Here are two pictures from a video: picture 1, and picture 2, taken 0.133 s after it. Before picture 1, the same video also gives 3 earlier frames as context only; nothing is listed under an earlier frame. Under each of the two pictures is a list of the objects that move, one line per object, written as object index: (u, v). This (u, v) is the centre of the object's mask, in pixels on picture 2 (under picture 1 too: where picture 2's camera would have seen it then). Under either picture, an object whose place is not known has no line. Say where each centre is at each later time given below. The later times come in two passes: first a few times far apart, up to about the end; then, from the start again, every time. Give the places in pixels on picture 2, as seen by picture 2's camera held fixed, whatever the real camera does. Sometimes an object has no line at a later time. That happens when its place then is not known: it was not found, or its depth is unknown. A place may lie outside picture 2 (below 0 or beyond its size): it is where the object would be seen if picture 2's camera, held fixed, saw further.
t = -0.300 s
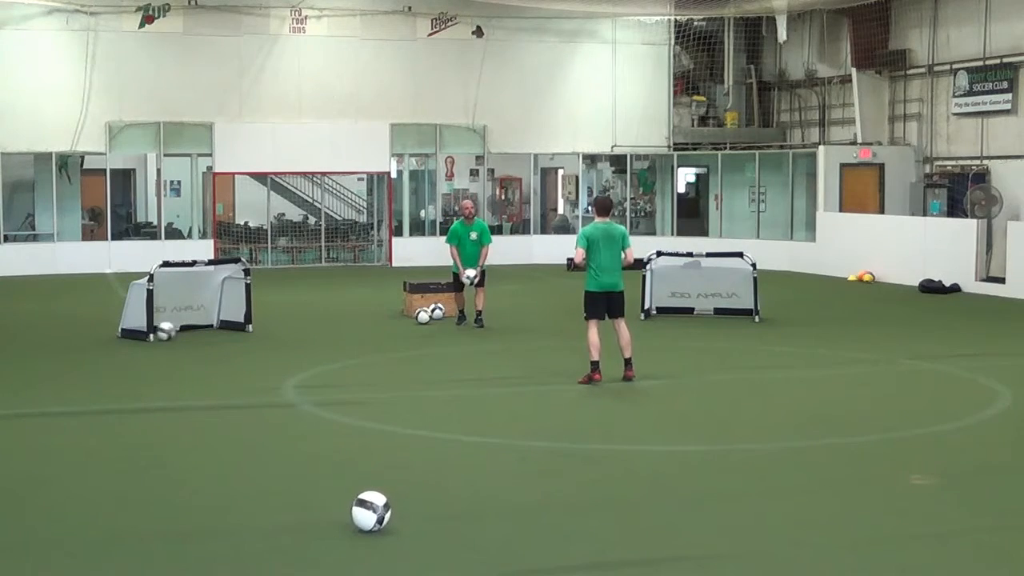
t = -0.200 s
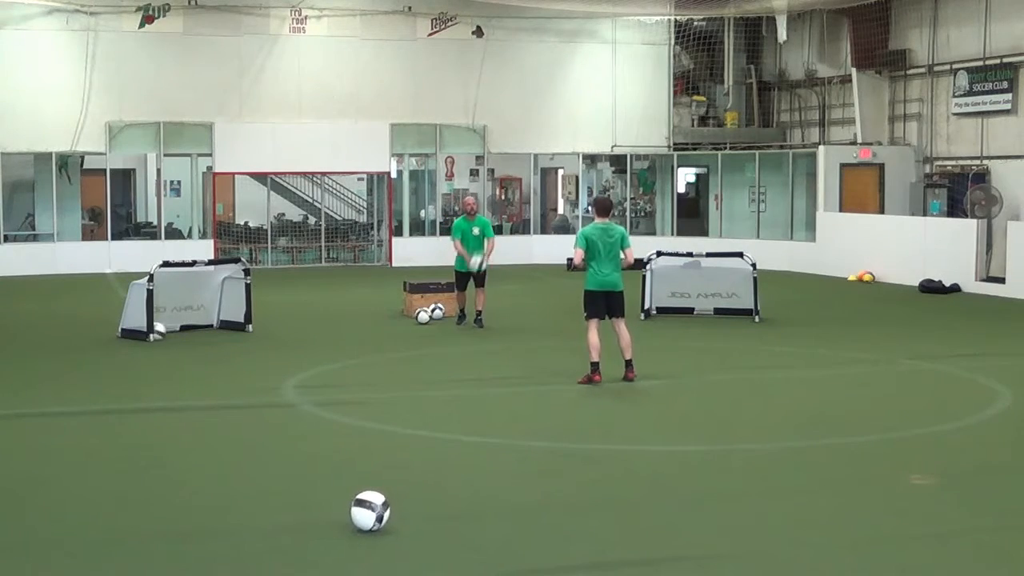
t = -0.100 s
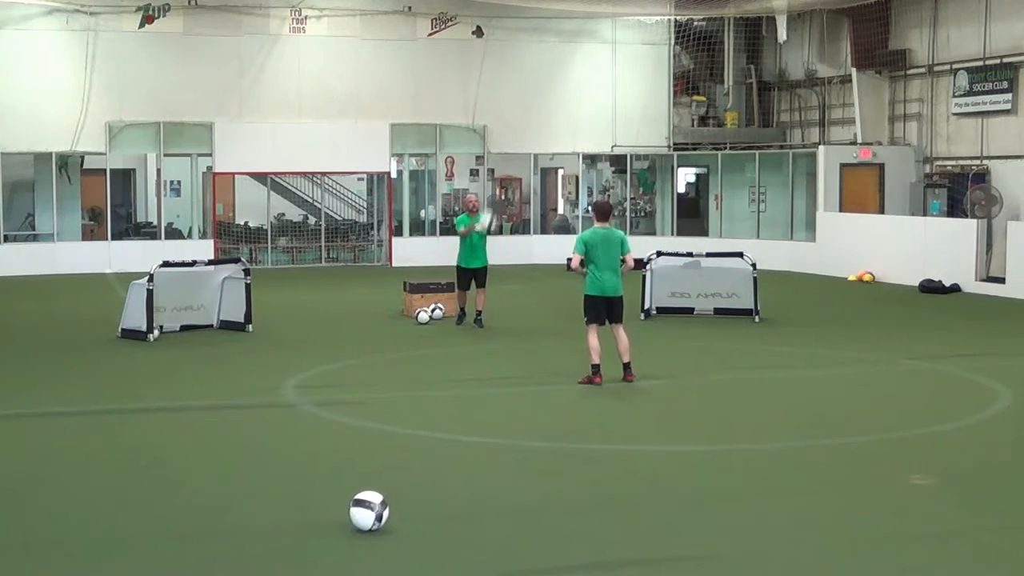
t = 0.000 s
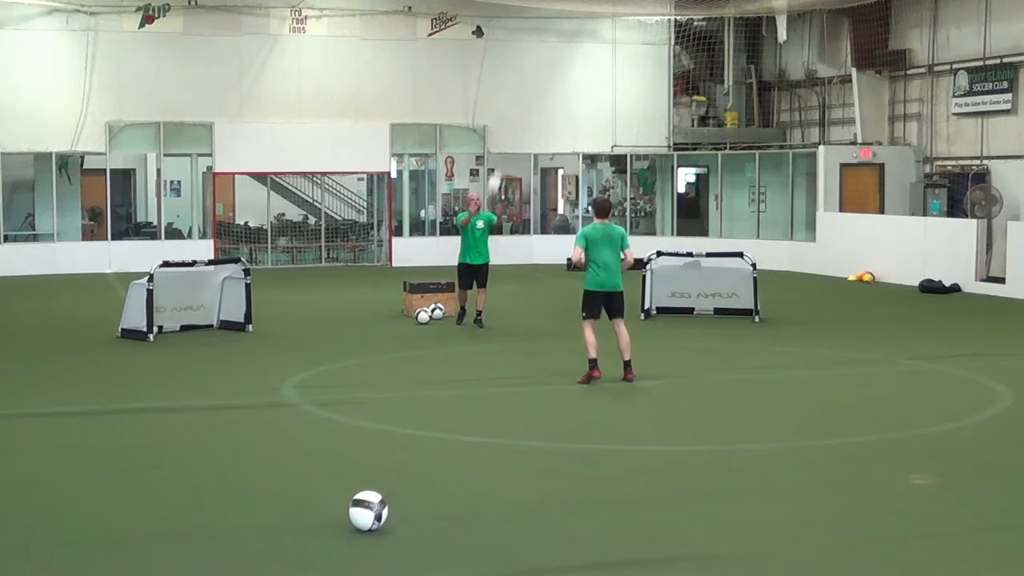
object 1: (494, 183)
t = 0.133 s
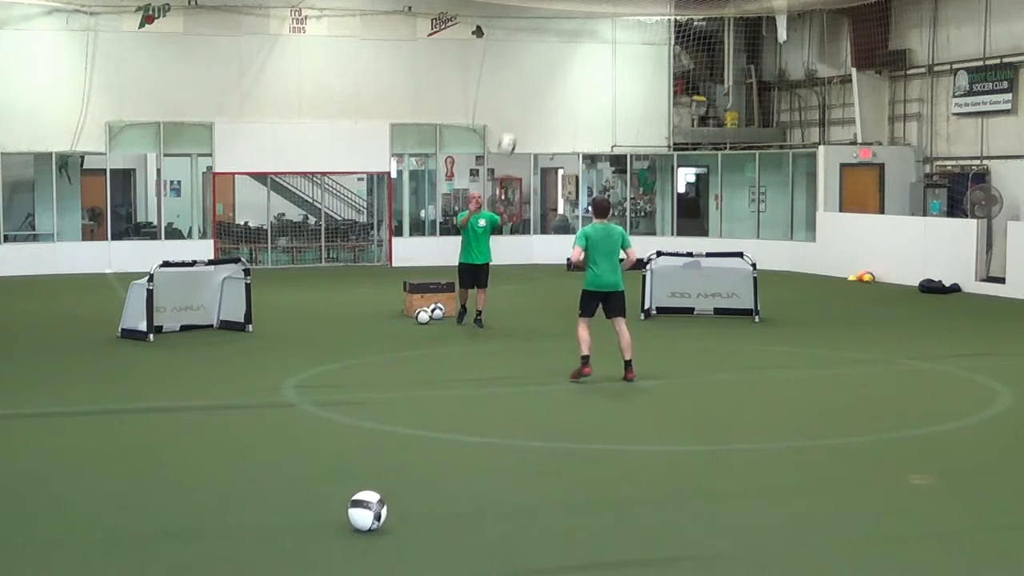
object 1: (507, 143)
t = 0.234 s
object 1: (516, 123)
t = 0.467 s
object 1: (538, 106)
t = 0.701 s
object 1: (562, 139)
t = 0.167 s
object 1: (510, 136)
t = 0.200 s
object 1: (513, 130)
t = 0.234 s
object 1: (516, 123)
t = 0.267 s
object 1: (519, 118)
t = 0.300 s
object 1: (523, 114)
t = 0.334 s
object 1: (526, 111)
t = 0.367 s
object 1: (529, 108)
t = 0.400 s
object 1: (532, 107)
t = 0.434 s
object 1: (535, 106)
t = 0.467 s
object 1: (538, 106)
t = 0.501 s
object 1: (542, 108)
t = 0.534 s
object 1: (545, 110)
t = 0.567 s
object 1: (548, 114)
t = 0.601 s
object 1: (552, 118)
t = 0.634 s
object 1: (556, 124)
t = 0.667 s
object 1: (559, 131)
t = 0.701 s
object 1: (562, 139)
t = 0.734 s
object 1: (566, 148)
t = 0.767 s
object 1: (570, 159)
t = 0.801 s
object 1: (573, 169)
